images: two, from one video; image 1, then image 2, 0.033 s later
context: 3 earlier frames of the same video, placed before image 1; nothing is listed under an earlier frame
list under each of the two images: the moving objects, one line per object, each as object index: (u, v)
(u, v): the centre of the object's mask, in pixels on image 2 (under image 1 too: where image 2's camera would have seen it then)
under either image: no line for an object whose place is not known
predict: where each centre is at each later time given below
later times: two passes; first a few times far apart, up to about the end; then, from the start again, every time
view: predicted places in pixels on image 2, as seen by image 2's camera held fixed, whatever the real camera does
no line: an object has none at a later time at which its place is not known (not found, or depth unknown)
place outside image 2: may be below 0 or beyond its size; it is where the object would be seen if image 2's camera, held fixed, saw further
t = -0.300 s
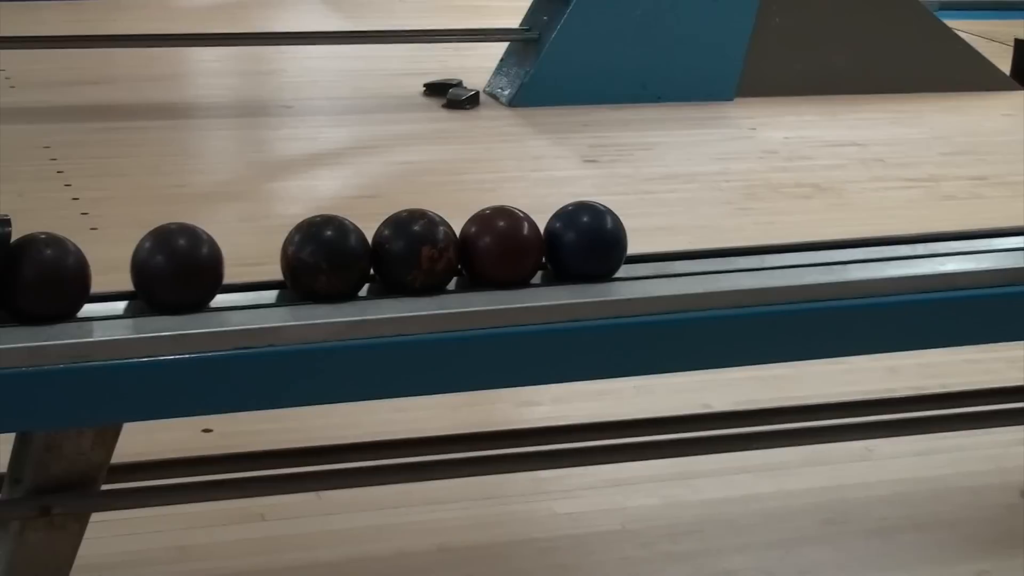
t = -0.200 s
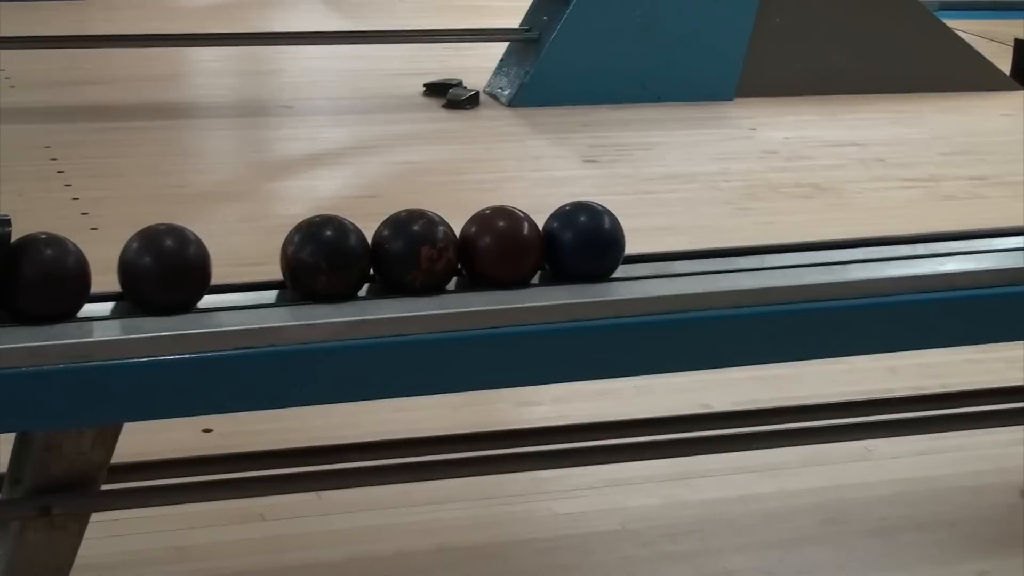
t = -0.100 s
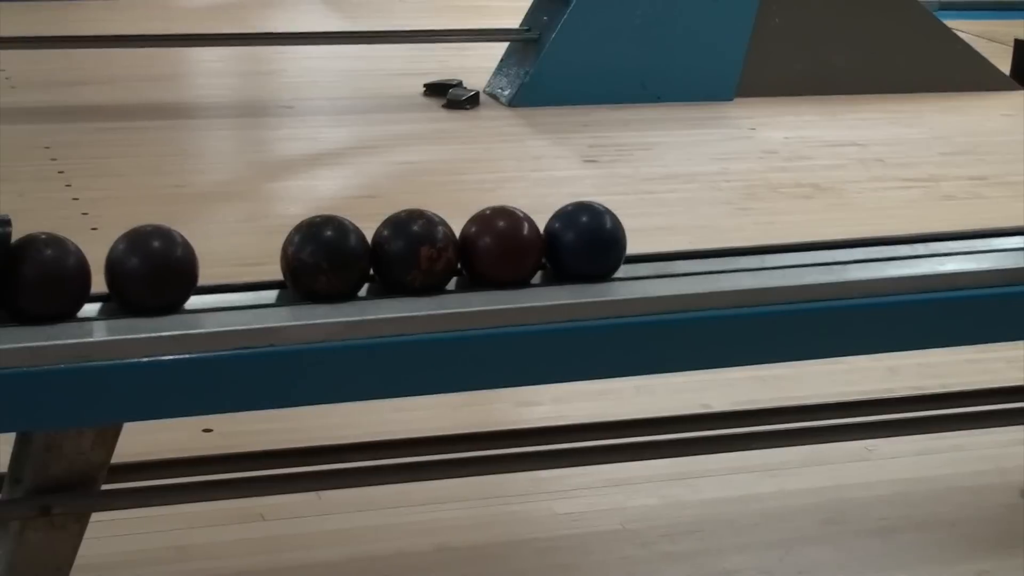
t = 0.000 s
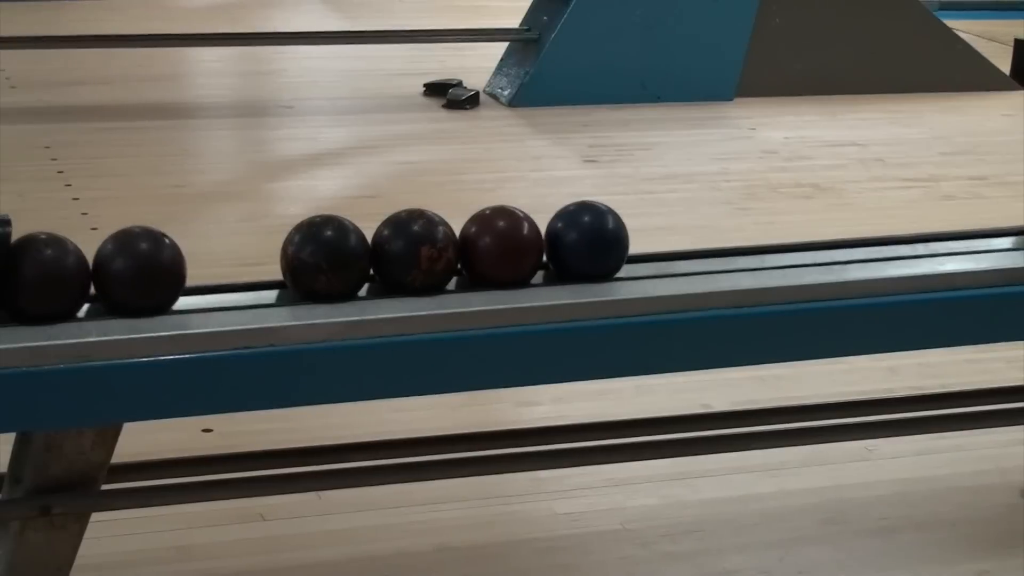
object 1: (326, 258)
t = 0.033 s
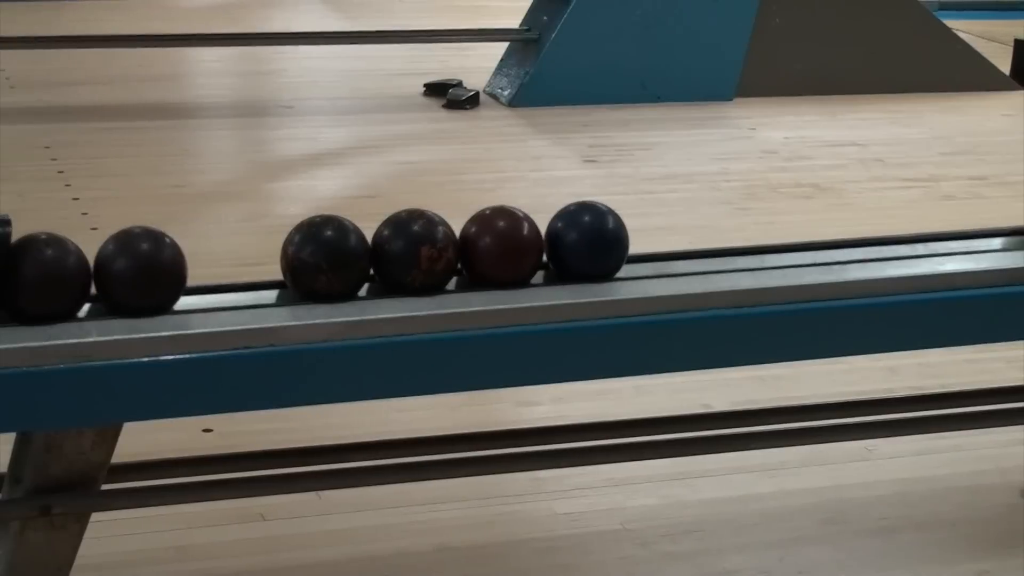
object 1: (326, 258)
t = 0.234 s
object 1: (325, 258)
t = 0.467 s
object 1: (325, 258)
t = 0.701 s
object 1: (326, 258)
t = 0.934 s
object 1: (325, 258)
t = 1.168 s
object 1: (326, 258)
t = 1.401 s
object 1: (319, 258)
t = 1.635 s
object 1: (285, 260)
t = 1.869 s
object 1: (249, 263)
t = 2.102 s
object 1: (235, 265)
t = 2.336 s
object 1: (234, 265)
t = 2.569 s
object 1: (235, 265)
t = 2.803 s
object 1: (235, 265)
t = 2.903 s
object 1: (235, 265)
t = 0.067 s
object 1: (325, 258)
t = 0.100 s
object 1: (326, 258)
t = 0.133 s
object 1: (325, 258)
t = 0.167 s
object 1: (326, 258)
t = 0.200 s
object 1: (325, 258)
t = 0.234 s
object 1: (325, 258)
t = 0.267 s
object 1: (325, 258)
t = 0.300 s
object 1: (325, 258)
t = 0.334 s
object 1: (325, 258)
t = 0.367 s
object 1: (325, 258)
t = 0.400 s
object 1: (325, 258)
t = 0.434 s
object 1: (325, 258)
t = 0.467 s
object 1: (325, 258)
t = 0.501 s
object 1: (325, 258)
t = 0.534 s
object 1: (326, 258)
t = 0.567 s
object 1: (326, 258)
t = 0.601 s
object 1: (326, 258)
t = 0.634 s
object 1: (326, 258)
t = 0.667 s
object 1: (326, 258)
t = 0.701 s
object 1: (326, 258)
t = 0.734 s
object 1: (325, 258)
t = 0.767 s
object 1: (325, 258)
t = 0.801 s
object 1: (325, 258)
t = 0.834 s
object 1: (326, 258)
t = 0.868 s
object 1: (325, 258)
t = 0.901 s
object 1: (325, 258)
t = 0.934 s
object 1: (325, 258)
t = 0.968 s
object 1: (325, 258)
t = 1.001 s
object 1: (325, 258)
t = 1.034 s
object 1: (325, 258)
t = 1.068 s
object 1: (325, 258)
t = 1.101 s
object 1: (326, 258)
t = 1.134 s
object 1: (326, 258)
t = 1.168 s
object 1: (326, 258)
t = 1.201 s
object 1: (325, 258)
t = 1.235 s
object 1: (326, 258)
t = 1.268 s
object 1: (326, 258)
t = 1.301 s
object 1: (326, 258)
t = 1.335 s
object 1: (326, 258)
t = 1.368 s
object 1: (326, 258)
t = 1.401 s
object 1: (319, 258)
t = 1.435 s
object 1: (313, 258)
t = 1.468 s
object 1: (309, 258)
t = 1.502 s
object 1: (304, 258)
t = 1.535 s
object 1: (299, 259)
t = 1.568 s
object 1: (295, 259)
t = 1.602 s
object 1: (290, 260)
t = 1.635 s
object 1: (285, 260)
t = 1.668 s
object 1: (280, 261)
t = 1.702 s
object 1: (275, 261)
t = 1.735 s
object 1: (270, 262)
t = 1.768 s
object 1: (265, 262)
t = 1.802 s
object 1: (260, 262)
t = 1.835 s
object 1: (254, 263)
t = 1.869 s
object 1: (249, 263)
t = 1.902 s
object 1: (243, 264)
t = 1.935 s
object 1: (237, 264)
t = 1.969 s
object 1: (233, 265)
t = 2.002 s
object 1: (233, 265)
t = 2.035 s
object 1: (234, 265)
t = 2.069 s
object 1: (234, 265)
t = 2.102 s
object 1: (235, 265)
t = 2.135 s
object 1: (235, 265)
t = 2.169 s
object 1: (235, 265)
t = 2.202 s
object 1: (235, 265)
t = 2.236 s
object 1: (235, 265)
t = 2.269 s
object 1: (234, 265)
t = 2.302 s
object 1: (234, 265)
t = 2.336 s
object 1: (234, 265)
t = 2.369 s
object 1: (235, 265)
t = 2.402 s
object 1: (235, 265)
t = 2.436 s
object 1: (235, 265)
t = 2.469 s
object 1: (235, 265)
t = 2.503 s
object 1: (235, 265)
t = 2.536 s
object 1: (235, 264)
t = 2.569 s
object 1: (235, 265)
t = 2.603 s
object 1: (235, 265)
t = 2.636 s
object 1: (235, 265)
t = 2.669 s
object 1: (235, 265)
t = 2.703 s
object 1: (235, 265)
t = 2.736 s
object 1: (235, 265)
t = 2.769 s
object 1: (235, 265)
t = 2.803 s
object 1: (235, 265)
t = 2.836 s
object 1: (235, 265)
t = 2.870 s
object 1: (235, 265)
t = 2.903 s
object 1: (235, 265)
